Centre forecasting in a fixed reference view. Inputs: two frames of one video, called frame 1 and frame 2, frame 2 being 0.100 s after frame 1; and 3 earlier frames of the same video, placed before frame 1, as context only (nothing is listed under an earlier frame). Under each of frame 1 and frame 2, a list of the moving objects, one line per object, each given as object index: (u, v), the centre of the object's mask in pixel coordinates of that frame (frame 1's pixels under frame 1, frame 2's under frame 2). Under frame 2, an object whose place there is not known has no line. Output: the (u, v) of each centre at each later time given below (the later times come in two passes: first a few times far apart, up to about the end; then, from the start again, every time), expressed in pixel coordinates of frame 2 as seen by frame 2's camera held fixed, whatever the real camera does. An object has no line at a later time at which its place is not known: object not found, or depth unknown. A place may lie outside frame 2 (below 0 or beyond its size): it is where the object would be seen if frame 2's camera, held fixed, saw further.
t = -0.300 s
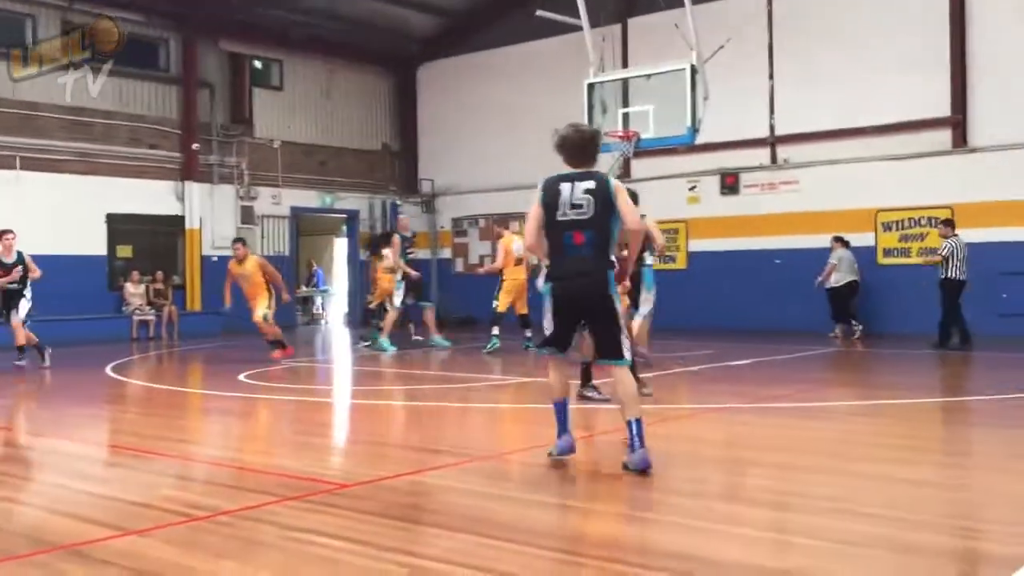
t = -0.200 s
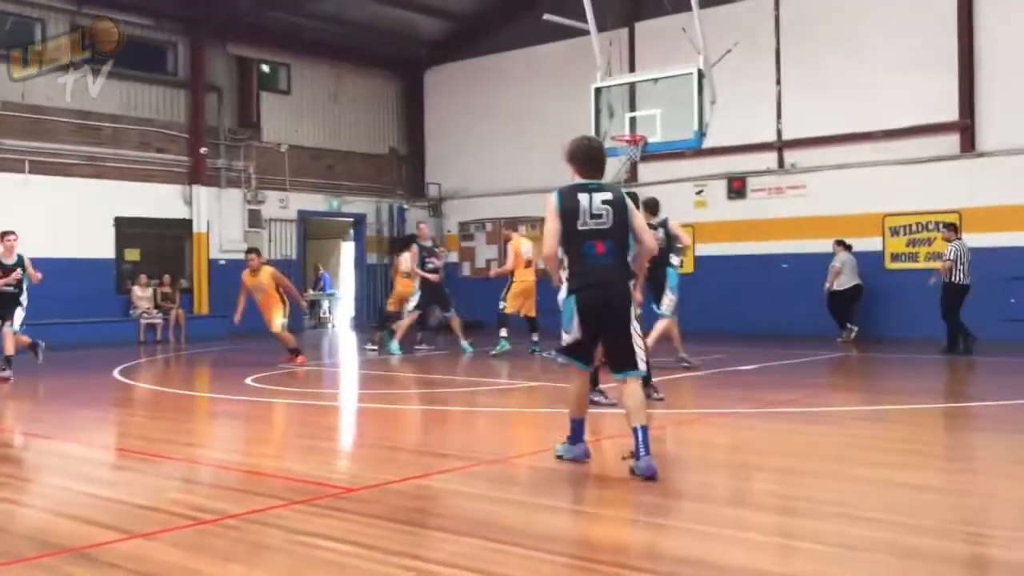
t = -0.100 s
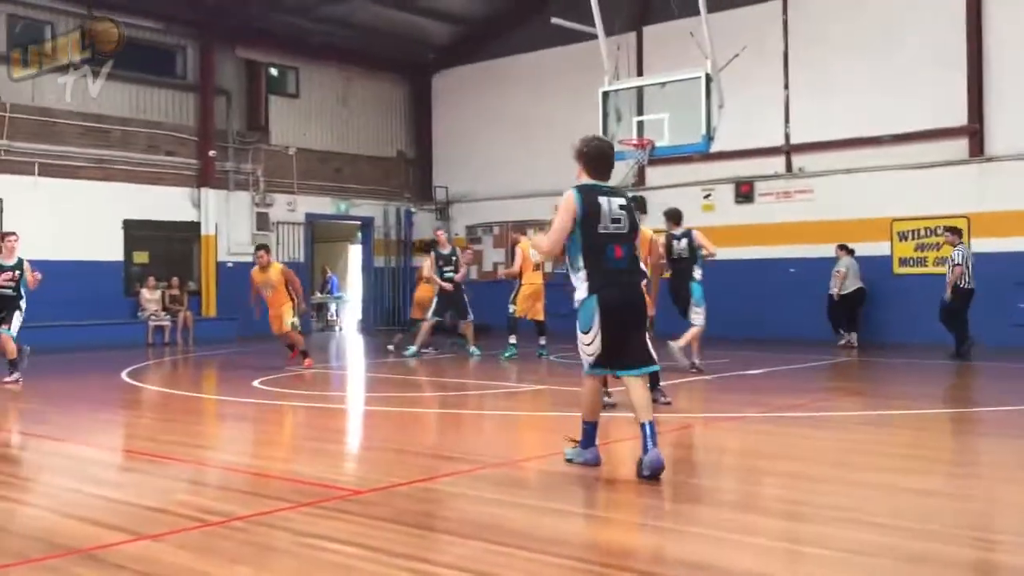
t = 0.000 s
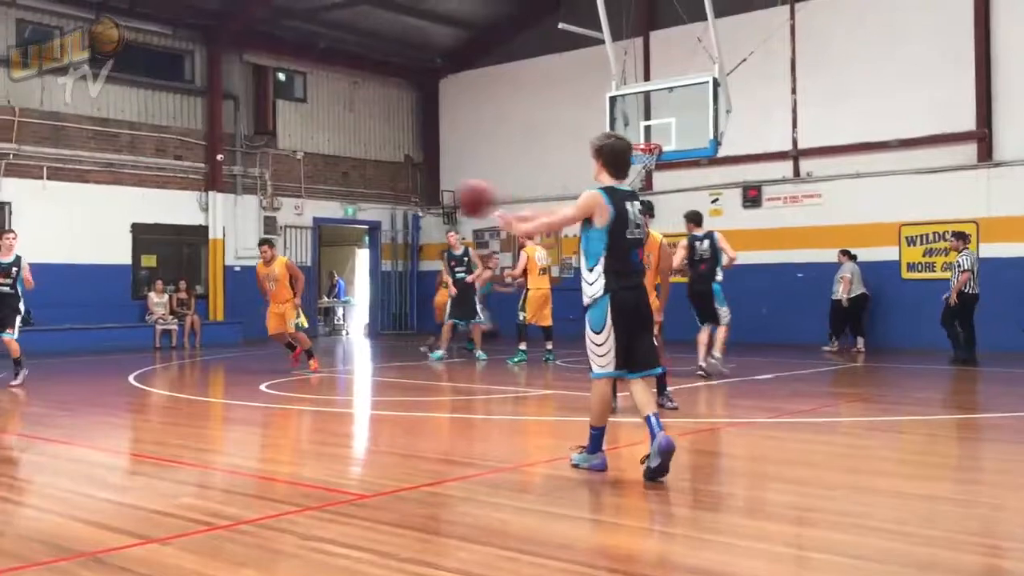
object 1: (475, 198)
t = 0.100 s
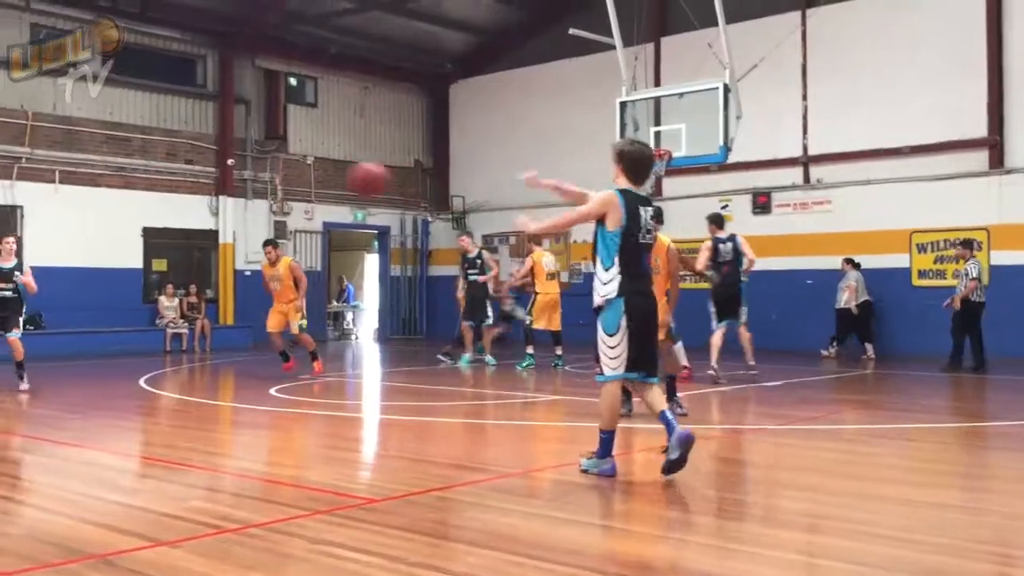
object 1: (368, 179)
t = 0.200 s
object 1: (271, 170)
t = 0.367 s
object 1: (135, 184)
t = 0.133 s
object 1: (335, 174)
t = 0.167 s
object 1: (301, 172)
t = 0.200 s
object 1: (271, 170)
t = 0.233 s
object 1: (239, 171)
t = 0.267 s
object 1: (214, 173)
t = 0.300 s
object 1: (186, 175)
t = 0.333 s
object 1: (161, 179)
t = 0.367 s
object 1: (135, 184)
